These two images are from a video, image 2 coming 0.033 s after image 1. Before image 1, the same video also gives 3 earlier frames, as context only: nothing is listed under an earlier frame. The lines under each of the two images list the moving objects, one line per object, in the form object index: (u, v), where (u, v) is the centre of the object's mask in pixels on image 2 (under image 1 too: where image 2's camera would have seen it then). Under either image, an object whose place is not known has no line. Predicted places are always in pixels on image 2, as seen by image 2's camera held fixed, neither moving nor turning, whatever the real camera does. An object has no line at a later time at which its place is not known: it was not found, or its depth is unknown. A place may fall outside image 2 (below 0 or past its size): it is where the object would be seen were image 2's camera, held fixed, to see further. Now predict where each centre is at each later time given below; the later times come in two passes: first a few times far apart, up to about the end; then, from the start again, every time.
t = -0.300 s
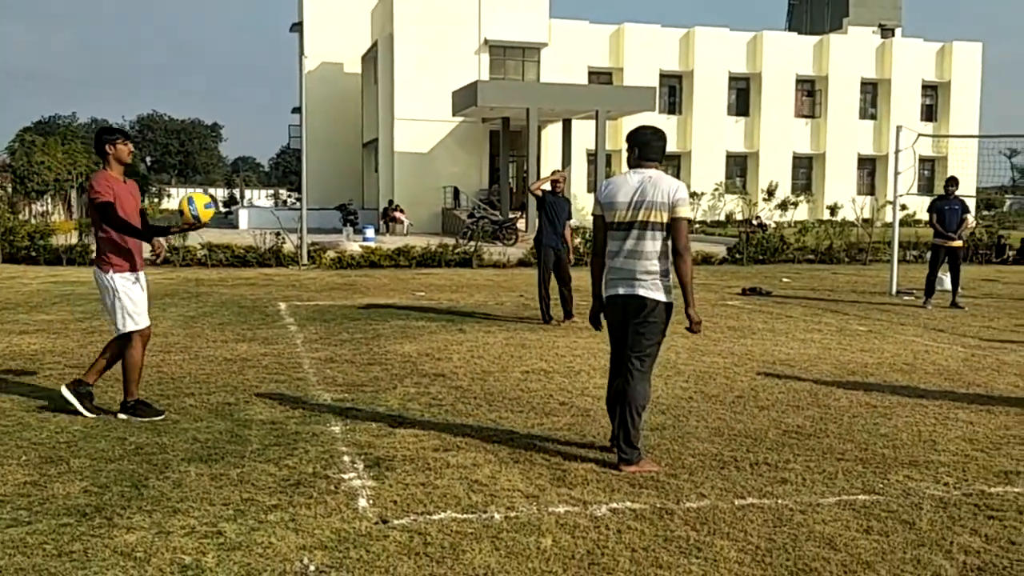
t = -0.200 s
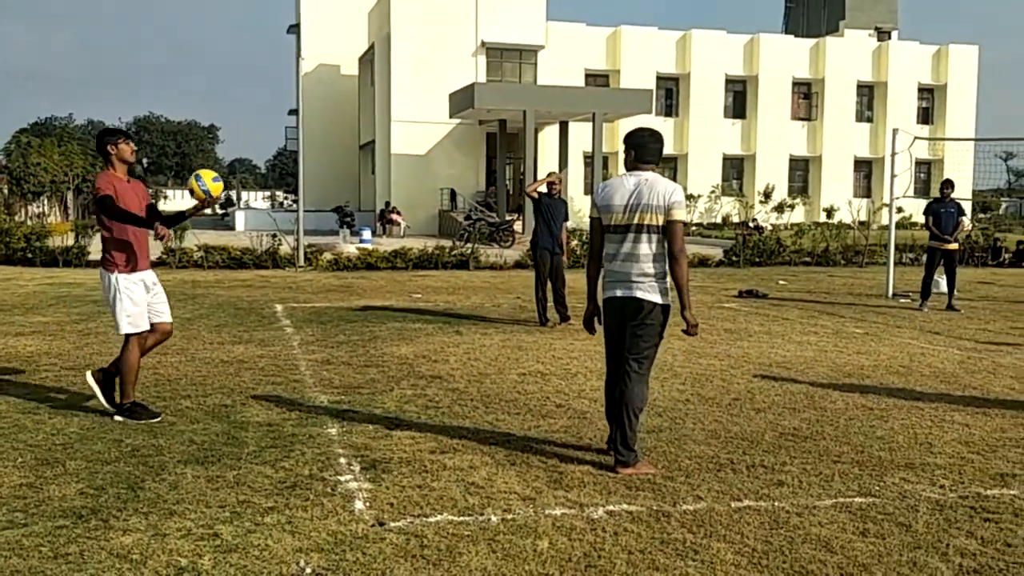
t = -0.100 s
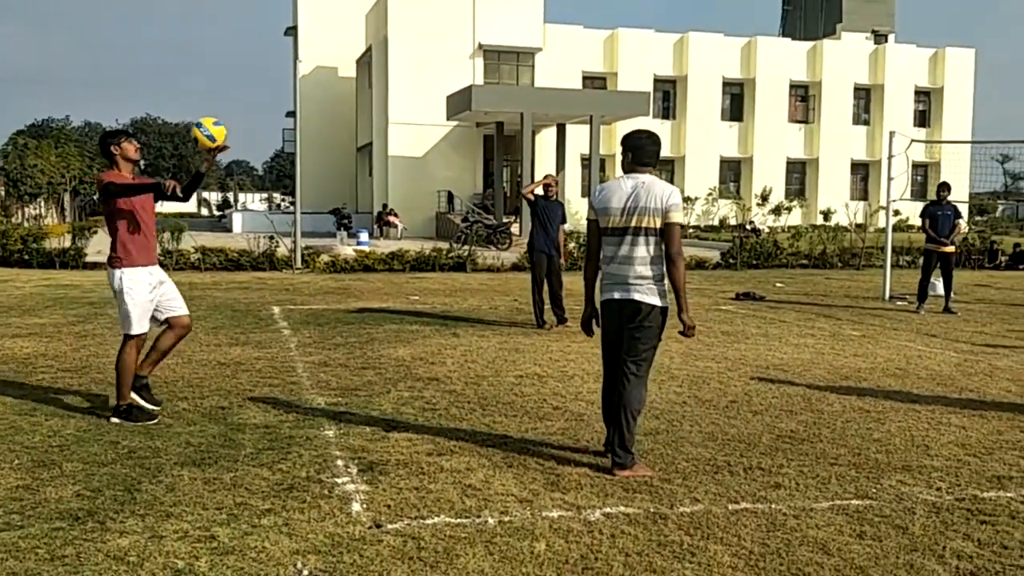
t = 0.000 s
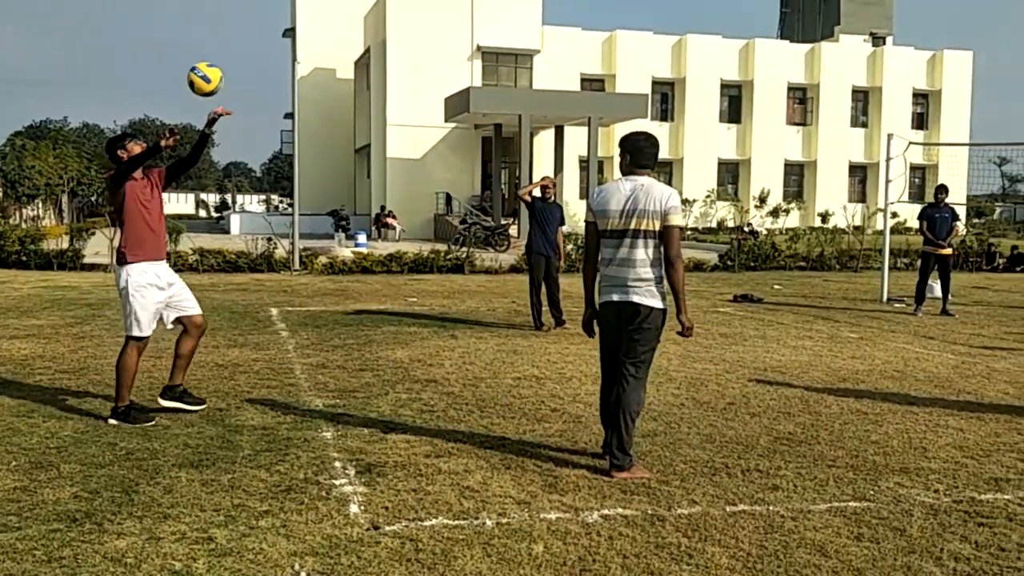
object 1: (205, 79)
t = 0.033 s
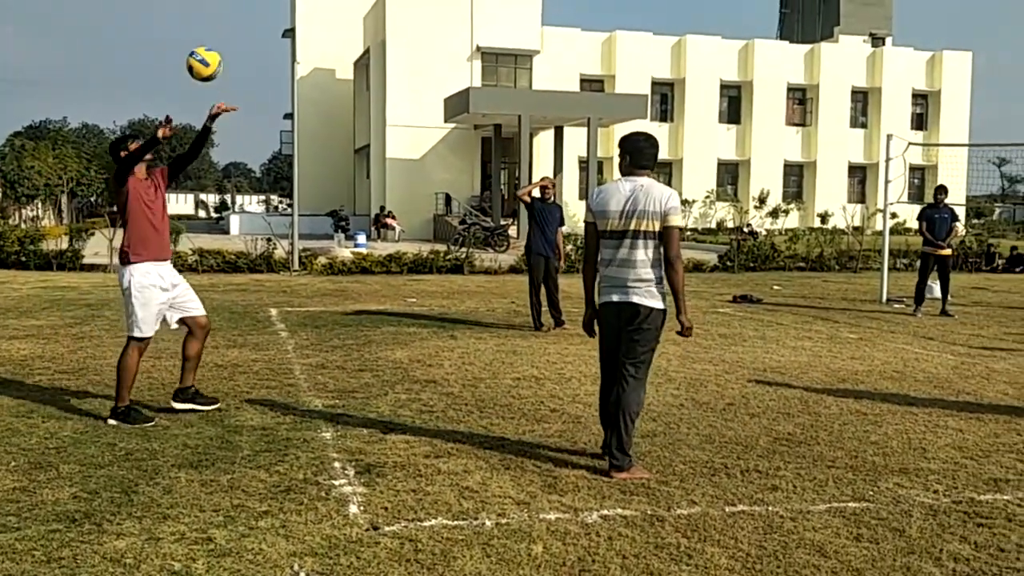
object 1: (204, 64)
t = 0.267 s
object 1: (202, 11)
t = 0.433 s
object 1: (201, 19)
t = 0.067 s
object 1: (204, 51)
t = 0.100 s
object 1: (203, 39)
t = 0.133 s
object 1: (203, 29)
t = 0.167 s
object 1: (203, 20)
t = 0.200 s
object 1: (202, 15)
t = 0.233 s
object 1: (202, 12)
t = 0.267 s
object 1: (202, 11)
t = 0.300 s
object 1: (202, 10)
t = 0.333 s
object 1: (202, 11)
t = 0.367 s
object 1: (202, 12)
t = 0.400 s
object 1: (201, 15)
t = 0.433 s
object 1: (201, 19)
